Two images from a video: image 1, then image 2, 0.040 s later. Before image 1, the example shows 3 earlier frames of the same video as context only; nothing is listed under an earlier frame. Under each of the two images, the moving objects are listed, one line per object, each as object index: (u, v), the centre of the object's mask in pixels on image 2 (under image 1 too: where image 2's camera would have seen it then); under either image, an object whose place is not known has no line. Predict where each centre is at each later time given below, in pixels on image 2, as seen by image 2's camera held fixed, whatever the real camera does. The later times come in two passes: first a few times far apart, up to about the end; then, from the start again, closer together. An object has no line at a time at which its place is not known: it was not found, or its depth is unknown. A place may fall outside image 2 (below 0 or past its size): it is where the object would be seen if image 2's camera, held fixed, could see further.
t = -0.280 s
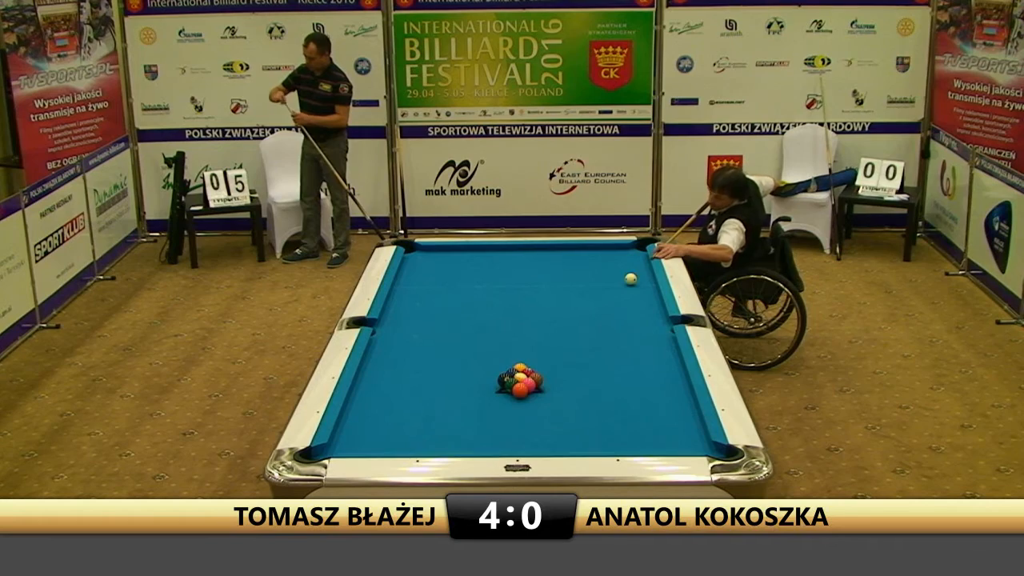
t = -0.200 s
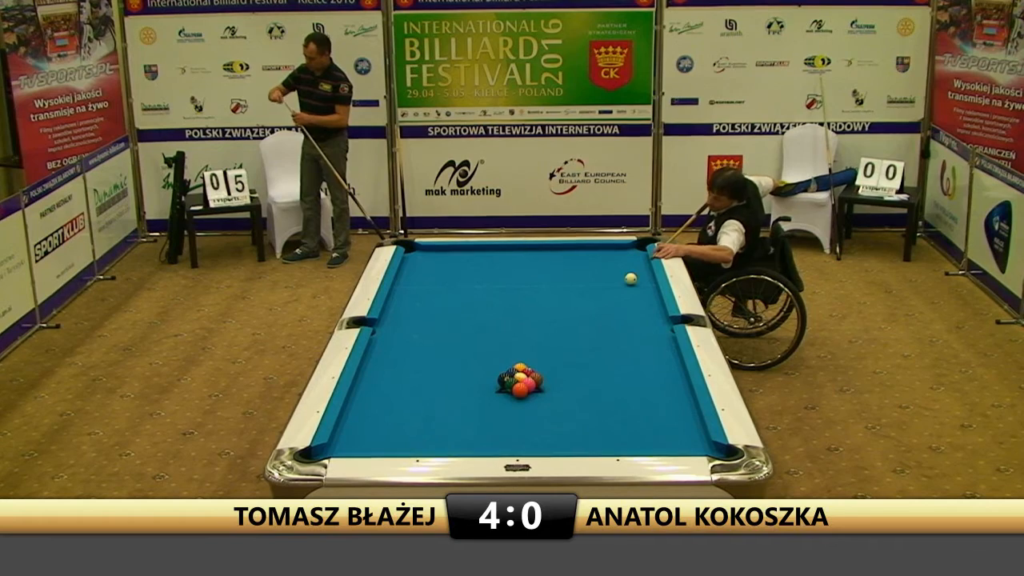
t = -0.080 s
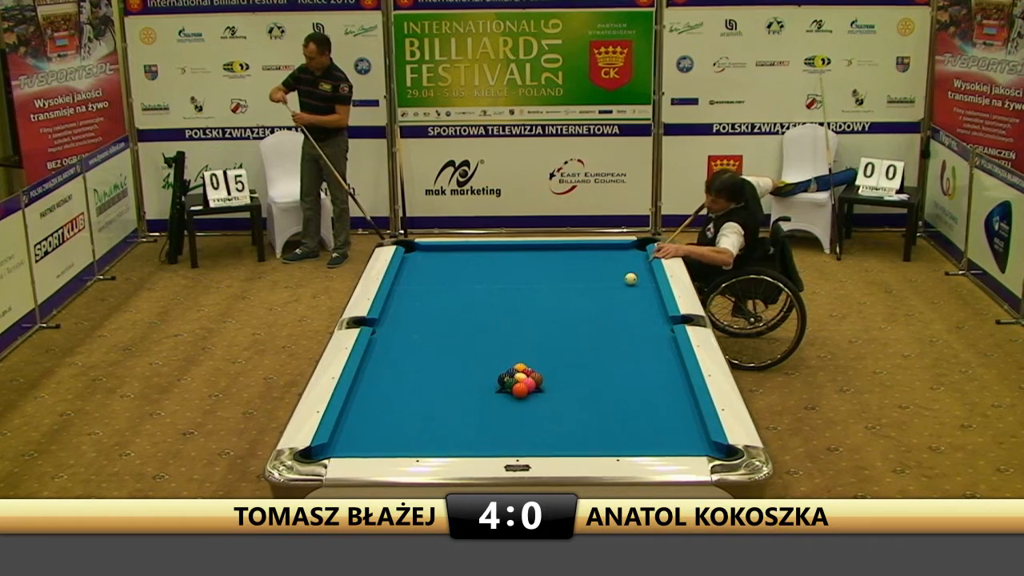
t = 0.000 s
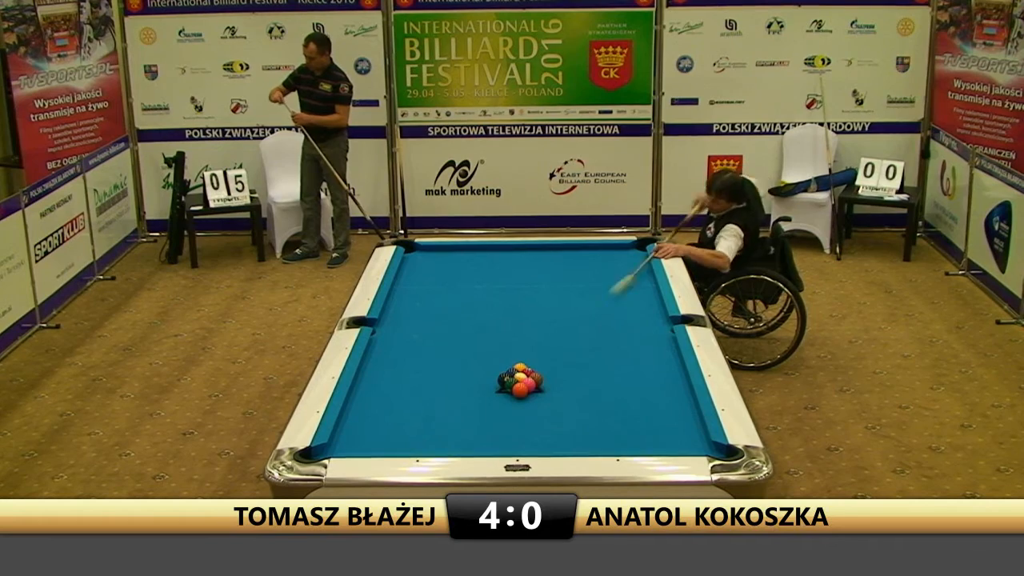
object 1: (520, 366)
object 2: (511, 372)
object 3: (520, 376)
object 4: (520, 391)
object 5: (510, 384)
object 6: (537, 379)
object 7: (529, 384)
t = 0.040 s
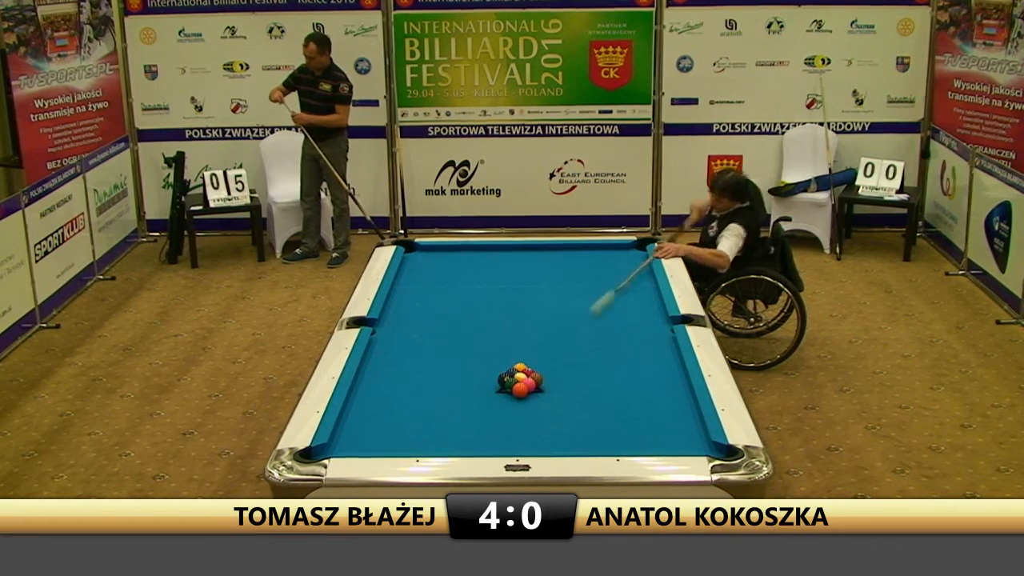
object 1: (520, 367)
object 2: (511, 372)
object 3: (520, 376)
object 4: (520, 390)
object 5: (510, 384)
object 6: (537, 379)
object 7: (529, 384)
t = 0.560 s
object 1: (396, 339)
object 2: (423, 371)
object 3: (511, 380)
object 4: (604, 446)
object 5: (507, 396)
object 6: (555, 382)
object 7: (567, 408)
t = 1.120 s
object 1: (450, 316)
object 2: (398, 360)
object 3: (504, 381)
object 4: (524, 415)
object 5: (503, 411)
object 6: (579, 383)
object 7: (635, 428)
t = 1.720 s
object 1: (522, 298)
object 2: (460, 346)
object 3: (504, 382)
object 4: (508, 405)
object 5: (423, 409)
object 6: (597, 385)
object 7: (695, 434)
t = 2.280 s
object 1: (580, 282)
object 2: (510, 334)
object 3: (504, 382)
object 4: (499, 399)
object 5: (356, 407)
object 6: (608, 386)
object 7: (684, 437)
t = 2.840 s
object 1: (629, 269)
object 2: (553, 325)
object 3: (505, 382)
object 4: (494, 394)
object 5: (382, 405)
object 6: (614, 387)
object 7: (674, 437)
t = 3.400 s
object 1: (630, 261)
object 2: (590, 316)
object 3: (504, 382)
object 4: (492, 392)
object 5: (411, 403)
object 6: (614, 387)
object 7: (672, 437)
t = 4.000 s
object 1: (608, 255)
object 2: (623, 309)
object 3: (504, 382)
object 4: (492, 392)
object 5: (435, 402)
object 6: (614, 387)
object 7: (672, 437)
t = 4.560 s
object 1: (592, 251)
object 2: (648, 303)
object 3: (504, 382)
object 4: (491, 392)
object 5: (451, 403)
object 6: (614, 387)
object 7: (672, 437)
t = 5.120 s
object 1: (579, 248)
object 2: (648, 300)
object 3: (504, 382)
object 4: (492, 392)
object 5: (460, 403)
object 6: (614, 387)
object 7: (672, 437)
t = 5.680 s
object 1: (571, 247)
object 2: (639, 298)
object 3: (504, 382)
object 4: (492, 392)
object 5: (464, 404)
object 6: (614, 387)
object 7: (672, 437)
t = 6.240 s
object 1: (568, 248)
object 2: (633, 298)
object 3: (505, 382)
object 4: (492, 392)
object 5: (464, 403)
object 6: (614, 387)
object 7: (672, 437)
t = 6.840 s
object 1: (567, 248)
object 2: (632, 297)
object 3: (504, 382)
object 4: (492, 392)
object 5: (464, 403)
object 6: (614, 387)
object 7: (672, 437)
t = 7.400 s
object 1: (567, 248)
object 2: (632, 297)
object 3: (504, 382)
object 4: (492, 392)
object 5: (464, 403)
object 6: (614, 387)
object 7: (672, 437)
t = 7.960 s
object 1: (567, 248)
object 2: (632, 297)
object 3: (504, 382)
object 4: (492, 392)
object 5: (464, 404)
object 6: (614, 387)
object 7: (672, 437)
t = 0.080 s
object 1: (520, 366)
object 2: (511, 372)
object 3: (520, 376)
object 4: (520, 391)
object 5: (510, 384)
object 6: (537, 379)
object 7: (529, 384)
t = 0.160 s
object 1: (519, 367)
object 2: (511, 372)
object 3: (520, 376)
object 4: (520, 390)
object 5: (509, 384)
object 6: (537, 379)
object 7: (530, 384)
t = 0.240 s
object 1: (490, 361)
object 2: (491, 376)
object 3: (519, 379)
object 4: (537, 403)
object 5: (511, 389)
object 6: (540, 379)
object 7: (536, 388)
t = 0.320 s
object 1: (462, 355)
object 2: (473, 375)
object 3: (517, 379)
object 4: (555, 415)
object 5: (510, 390)
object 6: (544, 380)
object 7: (544, 395)
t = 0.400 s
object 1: (437, 350)
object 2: (456, 374)
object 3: (515, 380)
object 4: (572, 427)
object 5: (509, 392)
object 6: (548, 382)
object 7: (551, 399)
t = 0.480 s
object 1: (417, 344)
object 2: (439, 373)
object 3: (514, 379)
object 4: (588, 438)
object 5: (508, 394)
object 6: (552, 382)
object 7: (559, 403)
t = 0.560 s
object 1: (396, 339)
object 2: (423, 371)
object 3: (511, 380)
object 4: (604, 446)
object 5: (507, 396)
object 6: (555, 382)
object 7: (567, 408)
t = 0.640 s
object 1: (379, 334)
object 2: (406, 370)
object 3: (510, 380)
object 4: (612, 443)
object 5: (506, 398)
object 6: (559, 382)
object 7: (574, 412)
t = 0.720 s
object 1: (393, 331)
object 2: (390, 369)
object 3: (508, 380)
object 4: (609, 437)
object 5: (506, 401)
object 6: (563, 382)
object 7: (582, 416)
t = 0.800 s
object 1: (406, 328)
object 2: (375, 368)
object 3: (507, 381)
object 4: (586, 432)
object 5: (505, 403)
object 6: (566, 382)
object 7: (590, 419)
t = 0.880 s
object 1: (417, 325)
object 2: (368, 367)
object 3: (507, 381)
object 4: (569, 428)
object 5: (505, 404)
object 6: (569, 383)
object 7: (598, 425)
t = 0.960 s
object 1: (428, 322)
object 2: (379, 365)
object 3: (506, 381)
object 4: (553, 424)
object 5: (504, 407)
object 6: (573, 383)
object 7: (606, 430)
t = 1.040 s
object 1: (439, 319)
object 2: (388, 363)
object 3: (505, 381)
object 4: (539, 420)
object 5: (503, 409)
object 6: (576, 383)
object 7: (619, 430)
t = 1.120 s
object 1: (450, 316)
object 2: (398, 360)
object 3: (504, 381)
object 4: (524, 415)
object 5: (503, 411)
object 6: (579, 383)
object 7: (635, 428)
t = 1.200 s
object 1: (460, 314)
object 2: (407, 358)
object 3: (504, 382)
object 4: (518, 413)
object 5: (494, 412)
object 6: (582, 384)
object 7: (643, 429)
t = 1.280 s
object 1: (470, 311)
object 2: (416, 356)
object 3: (504, 382)
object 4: (517, 412)
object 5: (482, 411)
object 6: (584, 384)
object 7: (652, 430)
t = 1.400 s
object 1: (485, 307)
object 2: (428, 353)
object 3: (504, 382)
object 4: (515, 410)
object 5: (466, 410)
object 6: (588, 384)
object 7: (664, 431)
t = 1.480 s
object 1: (494, 304)
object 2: (437, 351)
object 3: (504, 382)
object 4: (513, 408)
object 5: (454, 410)
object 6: (591, 385)
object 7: (671, 432)
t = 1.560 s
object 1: (504, 302)
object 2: (445, 349)
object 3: (504, 382)
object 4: (511, 407)
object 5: (444, 410)
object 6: (593, 384)
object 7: (679, 433)
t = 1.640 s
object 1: (513, 300)
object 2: (453, 347)
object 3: (504, 382)
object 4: (510, 406)
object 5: (434, 409)
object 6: (595, 385)
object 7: (687, 434)
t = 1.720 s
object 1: (522, 298)
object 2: (460, 346)
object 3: (504, 382)
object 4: (508, 405)
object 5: (423, 409)
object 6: (597, 385)
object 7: (695, 434)
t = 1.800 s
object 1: (531, 295)
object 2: (468, 345)
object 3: (504, 382)
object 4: (507, 404)
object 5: (414, 408)
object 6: (600, 385)
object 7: (700, 436)
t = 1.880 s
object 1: (539, 293)
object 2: (475, 342)
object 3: (504, 382)
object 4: (505, 403)
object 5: (404, 408)
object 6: (602, 385)
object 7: (696, 436)
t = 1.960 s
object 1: (548, 291)
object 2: (483, 341)
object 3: (504, 382)
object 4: (504, 402)
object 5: (394, 407)
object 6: (603, 385)
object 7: (693, 436)
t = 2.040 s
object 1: (556, 288)
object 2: (490, 339)
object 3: (504, 382)
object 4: (502, 401)
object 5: (384, 407)
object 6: (605, 386)
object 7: (690, 437)
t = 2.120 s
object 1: (564, 286)
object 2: (497, 338)
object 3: (504, 382)
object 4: (501, 400)
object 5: (375, 407)
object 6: (606, 386)
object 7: (688, 437)
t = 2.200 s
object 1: (572, 284)
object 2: (504, 336)
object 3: (504, 382)
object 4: (500, 399)
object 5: (366, 407)
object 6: (607, 386)
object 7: (685, 437)
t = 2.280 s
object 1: (580, 282)
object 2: (510, 334)
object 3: (504, 382)
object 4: (499, 399)
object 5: (356, 407)
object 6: (608, 386)
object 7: (684, 437)
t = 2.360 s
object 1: (587, 280)
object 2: (517, 333)
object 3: (504, 382)
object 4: (498, 398)
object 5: (352, 407)
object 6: (610, 386)
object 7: (682, 437)
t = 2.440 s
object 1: (595, 278)
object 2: (523, 332)
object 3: (504, 382)
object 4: (497, 397)
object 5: (356, 406)
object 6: (611, 386)
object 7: (680, 437)
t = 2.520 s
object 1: (602, 276)
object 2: (529, 330)
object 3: (504, 382)
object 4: (496, 396)
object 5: (362, 406)
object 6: (611, 386)
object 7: (678, 437)
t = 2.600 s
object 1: (608, 274)
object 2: (536, 329)
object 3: (504, 382)
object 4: (496, 396)
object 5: (367, 405)
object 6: (612, 386)
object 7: (677, 437)
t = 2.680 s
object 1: (616, 273)
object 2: (542, 328)
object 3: (504, 382)
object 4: (495, 395)
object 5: (372, 405)
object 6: (613, 387)
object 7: (676, 437)
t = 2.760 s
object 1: (623, 271)
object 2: (548, 326)
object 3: (504, 382)
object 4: (494, 395)
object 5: (377, 405)
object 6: (613, 387)
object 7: (675, 437)
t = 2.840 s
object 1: (629, 269)
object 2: (553, 325)
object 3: (505, 382)
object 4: (494, 394)
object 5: (382, 405)
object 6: (614, 387)
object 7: (674, 437)
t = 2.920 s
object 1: (636, 267)
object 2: (559, 323)
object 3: (504, 382)
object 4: (494, 394)
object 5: (386, 405)
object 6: (614, 387)
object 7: (673, 437)
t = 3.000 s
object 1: (642, 266)
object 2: (564, 322)
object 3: (504, 382)
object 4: (493, 393)
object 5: (391, 404)
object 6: (614, 387)
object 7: (673, 437)
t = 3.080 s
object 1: (643, 264)
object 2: (570, 321)
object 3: (504, 382)
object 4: (493, 393)
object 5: (395, 404)
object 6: (614, 387)
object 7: (672, 437)
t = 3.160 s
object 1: (640, 264)
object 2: (575, 320)
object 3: (504, 382)
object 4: (492, 393)
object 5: (399, 404)
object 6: (614, 387)
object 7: (672, 437)
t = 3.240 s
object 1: (636, 262)
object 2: (580, 318)
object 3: (504, 382)
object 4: (492, 392)
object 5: (403, 404)
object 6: (614, 387)
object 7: (672, 437)
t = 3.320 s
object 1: (633, 262)
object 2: (585, 317)
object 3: (504, 382)
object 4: (492, 392)
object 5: (407, 404)
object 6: (614, 387)
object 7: (672, 437)
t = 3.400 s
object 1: (630, 261)
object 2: (590, 316)
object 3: (504, 382)
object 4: (492, 392)
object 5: (411, 403)
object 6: (614, 387)
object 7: (672, 437)
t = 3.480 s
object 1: (626, 260)
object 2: (595, 315)
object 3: (504, 382)
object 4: (492, 392)
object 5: (414, 403)
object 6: (614, 387)
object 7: (672, 437)
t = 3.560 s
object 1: (623, 259)
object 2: (599, 314)
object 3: (504, 382)
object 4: (492, 392)
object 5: (418, 403)
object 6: (614, 387)
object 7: (672, 437)
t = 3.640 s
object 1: (621, 258)
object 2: (604, 313)
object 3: (504, 382)
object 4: (492, 392)
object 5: (421, 403)
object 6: (614, 387)
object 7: (672, 437)
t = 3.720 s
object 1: (617, 258)
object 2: (608, 313)
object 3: (504, 382)
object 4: (492, 392)
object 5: (424, 403)
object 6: (614, 387)
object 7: (672, 437)
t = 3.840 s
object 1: (613, 257)
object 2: (614, 311)
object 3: (504, 382)
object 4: (492, 392)
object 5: (429, 403)
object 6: (614, 387)
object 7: (672, 437)
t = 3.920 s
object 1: (610, 256)
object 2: (619, 310)
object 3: (504, 382)
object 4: (492, 392)
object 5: (432, 403)
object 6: (614, 387)
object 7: (672, 437)
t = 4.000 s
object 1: (608, 255)
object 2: (623, 309)
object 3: (504, 382)
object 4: (492, 392)
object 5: (435, 402)
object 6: (614, 387)
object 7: (672, 437)
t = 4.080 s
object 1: (605, 255)
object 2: (627, 308)
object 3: (504, 382)
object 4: (492, 392)
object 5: (438, 403)
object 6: (614, 387)
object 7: (672, 437)
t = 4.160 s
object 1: (603, 254)
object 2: (631, 307)
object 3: (505, 382)
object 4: (492, 392)
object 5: (440, 403)
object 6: (614, 387)
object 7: (672, 437)
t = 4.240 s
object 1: (601, 253)
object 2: (634, 306)
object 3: (504, 382)
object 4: (492, 392)
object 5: (442, 403)
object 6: (614, 387)
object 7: (672, 437)
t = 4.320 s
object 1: (598, 253)
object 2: (638, 306)
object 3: (504, 382)
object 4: (492, 392)
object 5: (445, 402)
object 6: (614, 387)
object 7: (672, 437)
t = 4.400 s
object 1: (596, 252)
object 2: (641, 305)
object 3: (504, 382)
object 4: (492, 392)
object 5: (447, 402)
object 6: (614, 387)
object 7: (672, 437)
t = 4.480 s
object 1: (594, 252)
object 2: (644, 304)
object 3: (504, 382)
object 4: (491, 392)
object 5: (449, 403)
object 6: (614, 387)
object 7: (672, 437)
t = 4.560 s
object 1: (592, 251)
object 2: (648, 303)
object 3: (504, 382)
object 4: (491, 392)
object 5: (451, 403)
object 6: (614, 387)
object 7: (672, 437)
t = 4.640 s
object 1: (590, 251)
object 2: (651, 303)
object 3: (504, 382)
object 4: (492, 392)
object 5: (452, 402)
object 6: (614, 387)
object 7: (672, 437)
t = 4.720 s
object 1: (588, 250)
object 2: (654, 302)
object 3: (504, 382)
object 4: (491, 392)
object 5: (454, 403)
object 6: (614, 387)
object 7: (672, 437)
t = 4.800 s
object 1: (586, 249)
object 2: (656, 301)
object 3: (504, 382)
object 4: (492, 392)
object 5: (455, 403)
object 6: (614, 387)
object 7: (672, 437)
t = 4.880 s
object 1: (584, 249)
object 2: (655, 301)
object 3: (504, 382)
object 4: (492, 392)
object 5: (457, 403)
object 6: (614, 387)
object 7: (672, 437)
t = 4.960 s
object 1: (583, 249)
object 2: (652, 301)
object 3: (504, 382)
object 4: (492, 392)
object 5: (458, 403)
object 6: (614, 387)
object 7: (672, 437)
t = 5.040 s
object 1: (581, 248)
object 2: (651, 300)
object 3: (504, 382)
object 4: (492, 392)
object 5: (459, 403)
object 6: (614, 387)
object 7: (672, 437)
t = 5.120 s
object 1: (579, 248)
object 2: (648, 300)
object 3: (504, 382)
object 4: (492, 392)
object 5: (460, 403)
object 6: (614, 387)
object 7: (672, 437)
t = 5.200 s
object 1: (577, 247)
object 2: (647, 299)
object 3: (504, 382)
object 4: (492, 392)
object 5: (461, 403)
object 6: (614, 387)
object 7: (672, 437)
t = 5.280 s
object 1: (576, 247)
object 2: (646, 299)
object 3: (504, 382)
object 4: (492, 392)
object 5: (462, 403)
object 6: (614, 387)
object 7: (672, 437)
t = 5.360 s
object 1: (575, 247)
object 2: (644, 299)
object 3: (504, 382)
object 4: (492, 392)
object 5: (462, 403)
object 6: (614, 387)
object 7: (672, 437)
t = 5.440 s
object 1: (573, 247)
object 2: (642, 298)
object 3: (504, 382)
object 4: (492, 392)
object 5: (463, 403)
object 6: (614, 387)
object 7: (672, 437)
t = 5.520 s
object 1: (572, 247)
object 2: (641, 298)
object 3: (504, 382)
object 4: (492, 392)
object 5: (463, 404)
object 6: (614, 387)
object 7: (672, 437)
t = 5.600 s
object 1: (571, 247)
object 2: (640, 298)
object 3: (504, 382)
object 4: (492, 392)
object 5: (463, 404)
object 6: (614, 387)
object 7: (672, 437)
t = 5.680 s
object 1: (571, 247)
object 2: (639, 298)
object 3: (504, 382)
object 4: (492, 392)
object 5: (464, 404)
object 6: (614, 387)
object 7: (672, 437)
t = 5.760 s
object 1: (570, 247)
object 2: (638, 298)
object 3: (504, 382)
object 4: (492, 392)
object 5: (464, 403)
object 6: (614, 387)
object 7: (672, 437)
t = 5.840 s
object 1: (570, 247)
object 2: (636, 298)
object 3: (504, 382)
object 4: (492, 392)
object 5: (464, 404)
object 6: (614, 387)
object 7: (672, 437)
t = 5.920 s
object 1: (569, 247)
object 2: (636, 298)
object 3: (505, 382)
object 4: (492, 392)
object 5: (464, 403)
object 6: (614, 387)
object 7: (672, 437)
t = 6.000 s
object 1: (569, 247)
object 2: (635, 298)
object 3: (505, 382)
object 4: (492, 392)
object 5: (464, 403)
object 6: (614, 387)
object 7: (672, 437)
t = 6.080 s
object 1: (568, 248)
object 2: (634, 298)
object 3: (505, 382)
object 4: (492, 392)
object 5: (464, 403)
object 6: (614, 387)
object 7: (672, 437)
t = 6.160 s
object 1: (568, 248)
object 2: (634, 298)
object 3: (505, 382)
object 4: (492, 392)
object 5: (464, 403)
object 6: (614, 387)
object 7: (672, 437)
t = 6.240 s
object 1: (568, 248)
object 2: (633, 298)
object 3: (505, 382)
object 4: (492, 392)
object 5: (464, 403)
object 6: (614, 387)
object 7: (672, 437)
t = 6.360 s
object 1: (567, 248)
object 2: (633, 297)
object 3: (505, 382)
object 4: (492, 392)
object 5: (464, 403)
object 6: (614, 387)
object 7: (672, 437)
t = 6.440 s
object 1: (567, 248)
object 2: (632, 297)
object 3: (505, 382)
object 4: (492, 392)
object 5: (464, 403)
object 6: (614, 387)
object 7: (672, 437)
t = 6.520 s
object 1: (567, 248)
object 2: (632, 297)
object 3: (504, 382)
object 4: (492, 392)
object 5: (464, 403)
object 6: (614, 387)
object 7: (672, 437)
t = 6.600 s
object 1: (567, 248)
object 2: (632, 297)
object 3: (504, 382)
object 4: (492, 392)
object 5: (464, 403)
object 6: (614, 387)
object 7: (672, 437)
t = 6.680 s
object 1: (567, 248)
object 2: (632, 297)
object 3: (505, 382)
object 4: (492, 392)
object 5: (464, 403)
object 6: (614, 387)
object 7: (672, 437)
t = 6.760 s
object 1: (567, 248)
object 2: (632, 297)
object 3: (504, 382)
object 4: (492, 392)
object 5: (464, 403)
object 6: (614, 387)
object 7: (672, 437)
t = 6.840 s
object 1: (567, 248)
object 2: (632, 297)
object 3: (504, 382)
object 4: (492, 392)
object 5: (464, 403)
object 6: (614, 387)
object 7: (672, 437)
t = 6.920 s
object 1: (567, 248)
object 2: (632, 297)
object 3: (504, 382)
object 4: (492, 392)
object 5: (464, 403)
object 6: (614, 387)
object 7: (672, 437)
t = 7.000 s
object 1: (567, 248)
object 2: (632, 297)
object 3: (504, 382)
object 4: (492, 392)
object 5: (464, 403)
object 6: (614, 387)
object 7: (672, 437)
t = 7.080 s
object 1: (567, 248)
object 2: (632, 297)
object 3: (504, 382)
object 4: (492, 392)
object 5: (464, 403)
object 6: (614, 387)
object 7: (672, 437)
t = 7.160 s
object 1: (567, 248)
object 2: (632, 297)
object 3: (504, 382)
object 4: (492, 392)
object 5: (464, 403)
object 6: (614, 386)
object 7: (672, 437)
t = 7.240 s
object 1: (567, 248)
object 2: (632, 297)
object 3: (505, 382)
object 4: (492, 392)
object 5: (464, 404)
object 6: (614, 387)
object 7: (672, 437)
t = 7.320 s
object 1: (567, 248)
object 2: (632, 297)
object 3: (505, 382)
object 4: (492, 392)
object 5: (464, 404)
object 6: (614, 387)
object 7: (672, 437)
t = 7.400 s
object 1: (567, 248)
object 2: (632, 297)
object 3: (504, 382)
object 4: (492, 392)
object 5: (464, 403)
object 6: (614, 387)
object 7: (672, 437)
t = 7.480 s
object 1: (567, 248)
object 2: (632, 298)
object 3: (505, 382)
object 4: (492, 392)
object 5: (464, 404)
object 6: (614, 386)
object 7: (672, 437)
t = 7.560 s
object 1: (567, 248)
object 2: (632, 298)
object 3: (504, 382)
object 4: (492, 392)
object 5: (464, 404)
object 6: (614, 387)
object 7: (672, 437)
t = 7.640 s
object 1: (567, 248)
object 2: (632, 298)
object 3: (505, 382)
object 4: (492, 392)
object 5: (464, 404)
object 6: (614, 387)
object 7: (672, 437)
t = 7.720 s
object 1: (567, 248)
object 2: (632, 298)
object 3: (504, 382)
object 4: (492, 392)
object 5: (464, 404)
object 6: (614, 387)
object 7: (672, 437)
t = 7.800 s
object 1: (567, 248)
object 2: (632, 297)
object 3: (504, 382)
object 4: (492, 392)
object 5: (464, 404)
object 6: (614, 387)
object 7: (672, 437)
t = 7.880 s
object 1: (567, 248)
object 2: (632, 297)
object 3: (504, 382)
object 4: (492, 392)
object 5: (464, 404)
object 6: (614, 387)
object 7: (672, 437)
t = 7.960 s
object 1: (567, 248)
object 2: (632, 297)
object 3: (504, 382)
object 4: (492, 392)
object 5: (464, 404)
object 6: (614, 387)
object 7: (672, 437)
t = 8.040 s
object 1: (567, 248)
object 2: (632, 297)
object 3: (504, 382)
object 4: (492, 392)
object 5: (464, 404)
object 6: (614, 387)
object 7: (672, 437)
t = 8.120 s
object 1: (567, 248)
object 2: (632, 297)
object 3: (504, 382)
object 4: (492, 392)
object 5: (464, 404)
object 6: (614, 387)
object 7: (672, 437)
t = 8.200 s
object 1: (567, 248)
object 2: (632, 298)
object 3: (504, 382)
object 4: (492, 392)
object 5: (464, 404)
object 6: (614, 387)
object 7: (672, 437)
